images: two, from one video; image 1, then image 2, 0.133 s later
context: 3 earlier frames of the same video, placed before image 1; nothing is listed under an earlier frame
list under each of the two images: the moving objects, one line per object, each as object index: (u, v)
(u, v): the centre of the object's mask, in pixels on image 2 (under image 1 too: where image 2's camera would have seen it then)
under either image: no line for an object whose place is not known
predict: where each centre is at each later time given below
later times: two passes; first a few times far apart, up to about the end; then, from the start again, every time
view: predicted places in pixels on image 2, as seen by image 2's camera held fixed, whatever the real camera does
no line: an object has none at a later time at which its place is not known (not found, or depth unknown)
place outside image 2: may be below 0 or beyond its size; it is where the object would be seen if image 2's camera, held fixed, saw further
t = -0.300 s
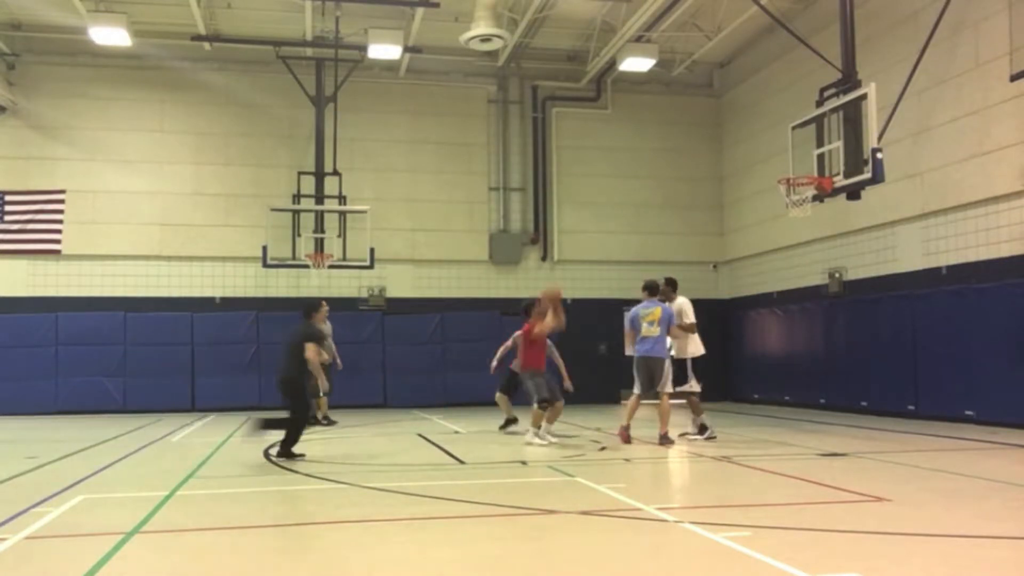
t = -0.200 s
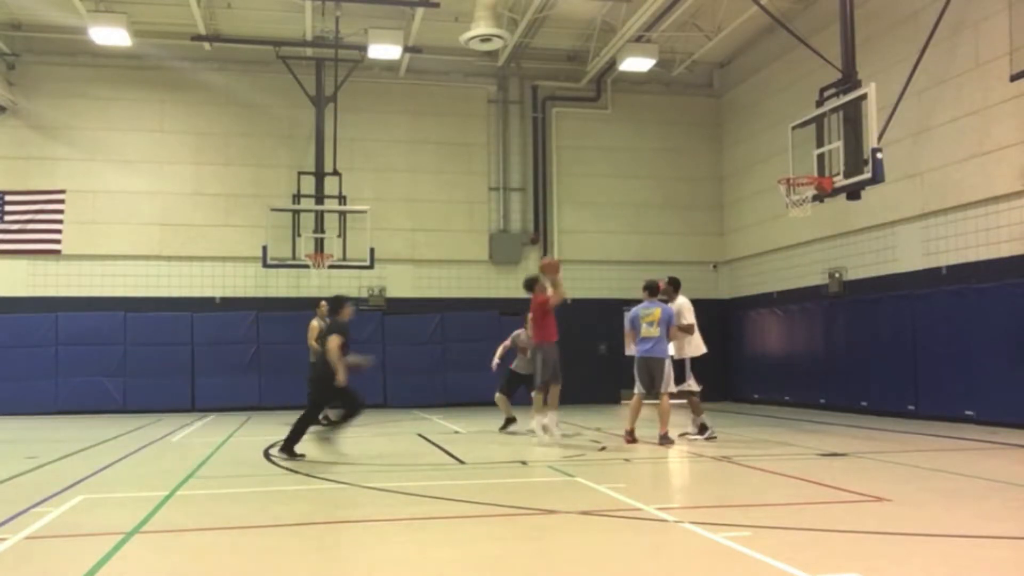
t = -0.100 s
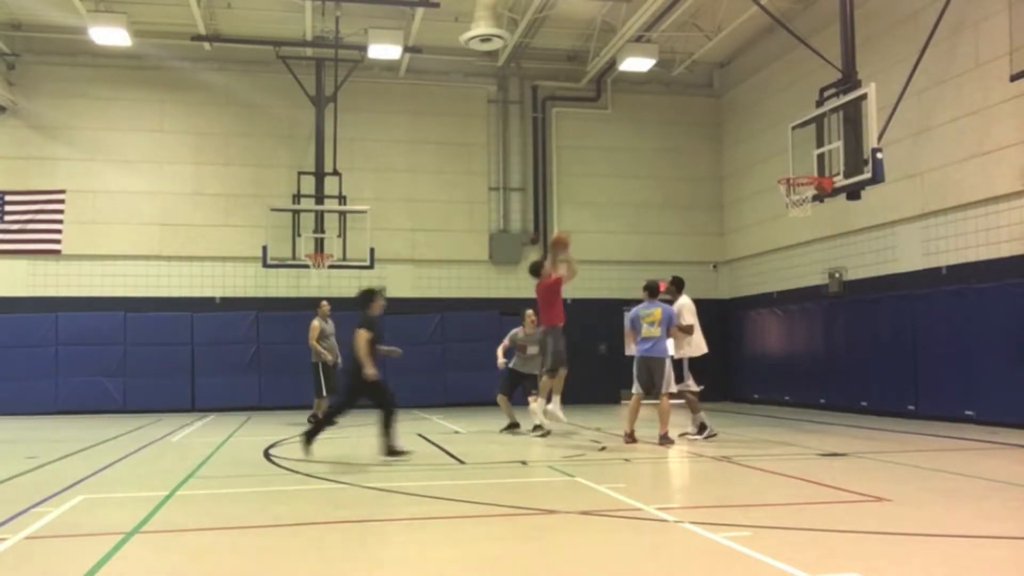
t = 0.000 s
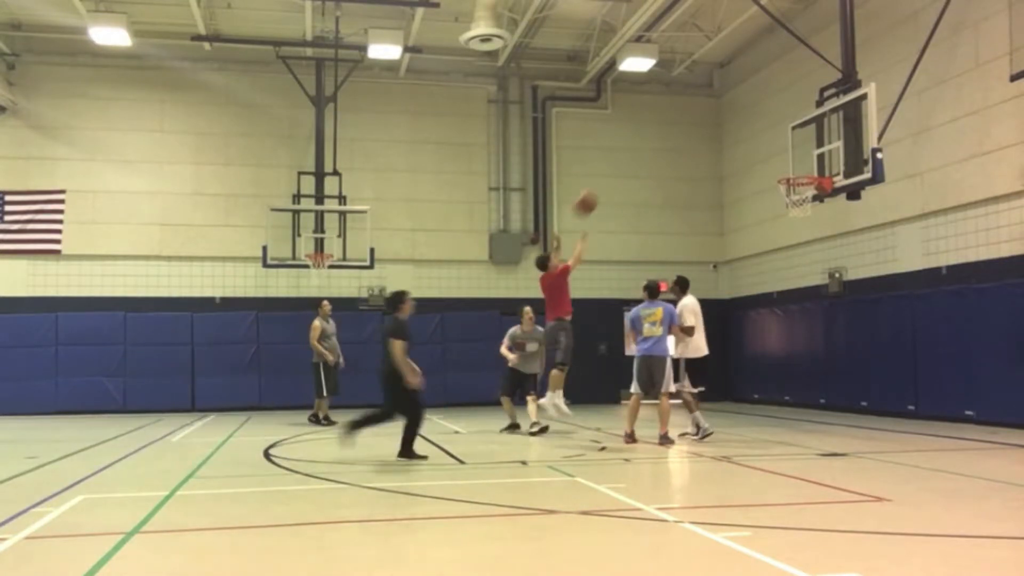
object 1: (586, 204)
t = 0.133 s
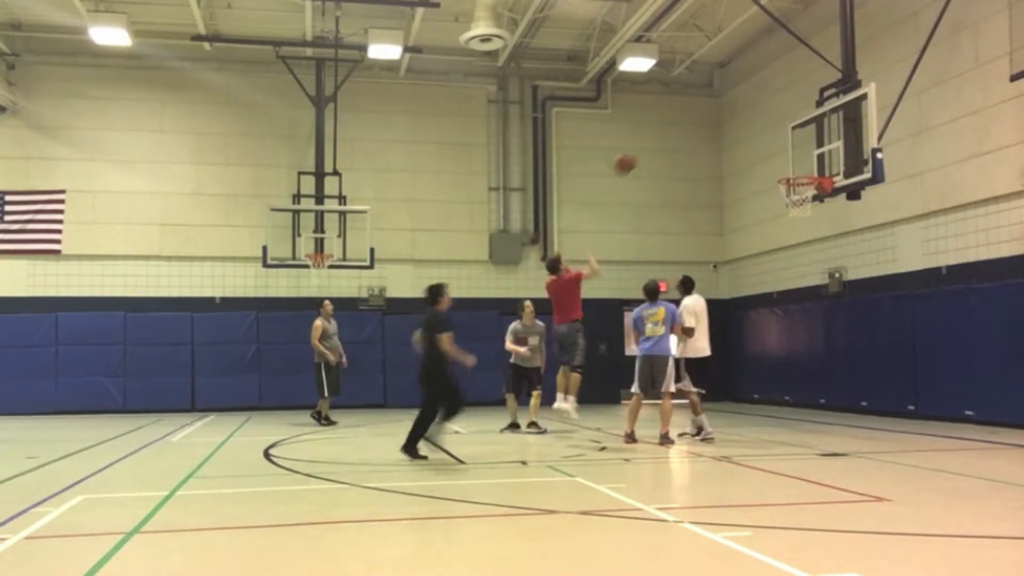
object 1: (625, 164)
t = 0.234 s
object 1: (654, 145)
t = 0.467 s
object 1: (717, 131)
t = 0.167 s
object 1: (634, 156)
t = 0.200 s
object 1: (644, 149)
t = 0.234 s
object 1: (654, 145)
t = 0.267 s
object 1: (662, 138)
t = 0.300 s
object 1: (672, 135)
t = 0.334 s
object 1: (680, 133)
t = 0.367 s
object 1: (690, 131)
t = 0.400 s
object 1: (699, 130)
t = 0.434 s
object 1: (708, 130)
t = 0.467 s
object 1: (717, 131)
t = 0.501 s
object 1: (727, 133)
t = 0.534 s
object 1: (736, 136)
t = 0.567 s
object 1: (745, 139)
